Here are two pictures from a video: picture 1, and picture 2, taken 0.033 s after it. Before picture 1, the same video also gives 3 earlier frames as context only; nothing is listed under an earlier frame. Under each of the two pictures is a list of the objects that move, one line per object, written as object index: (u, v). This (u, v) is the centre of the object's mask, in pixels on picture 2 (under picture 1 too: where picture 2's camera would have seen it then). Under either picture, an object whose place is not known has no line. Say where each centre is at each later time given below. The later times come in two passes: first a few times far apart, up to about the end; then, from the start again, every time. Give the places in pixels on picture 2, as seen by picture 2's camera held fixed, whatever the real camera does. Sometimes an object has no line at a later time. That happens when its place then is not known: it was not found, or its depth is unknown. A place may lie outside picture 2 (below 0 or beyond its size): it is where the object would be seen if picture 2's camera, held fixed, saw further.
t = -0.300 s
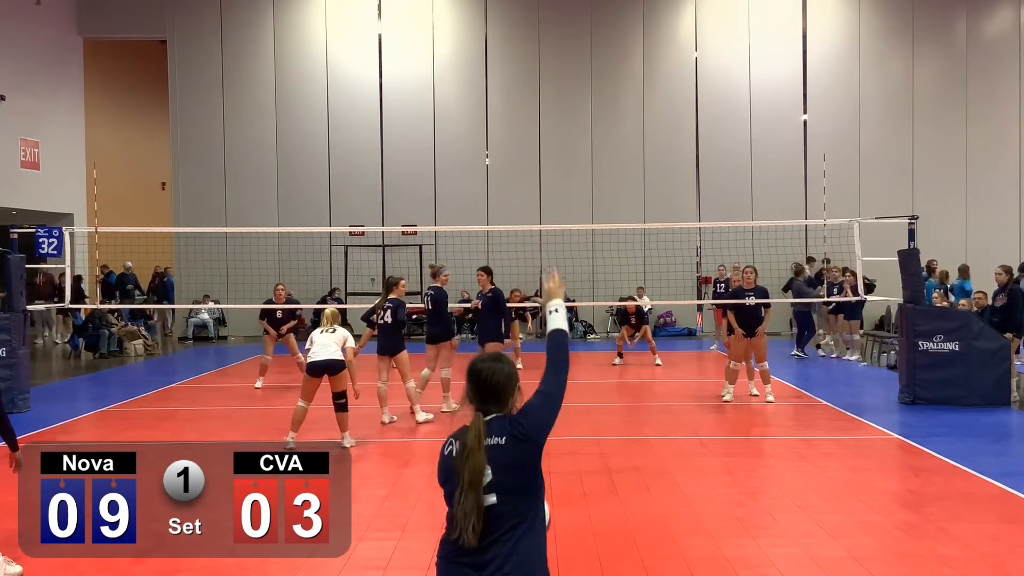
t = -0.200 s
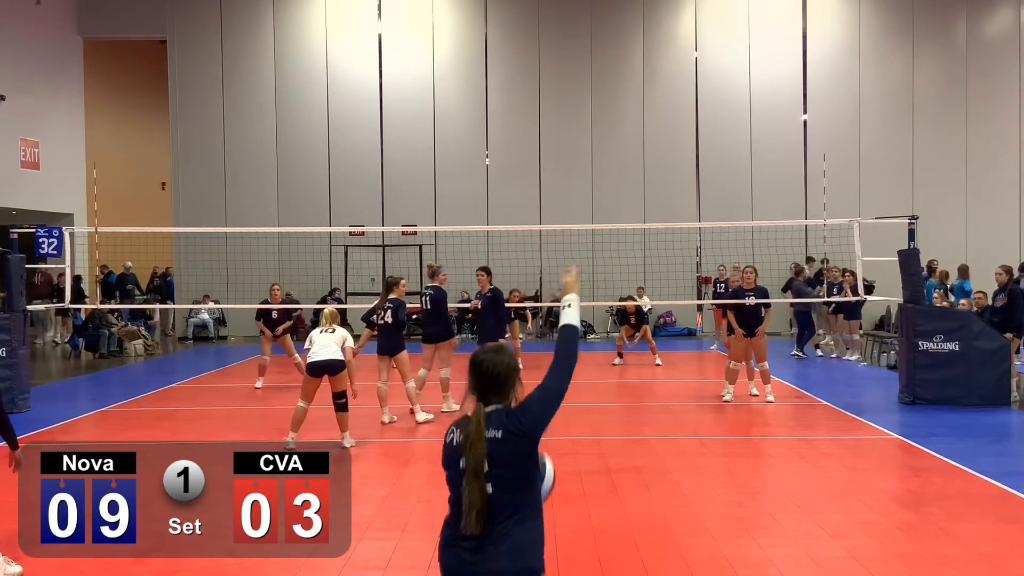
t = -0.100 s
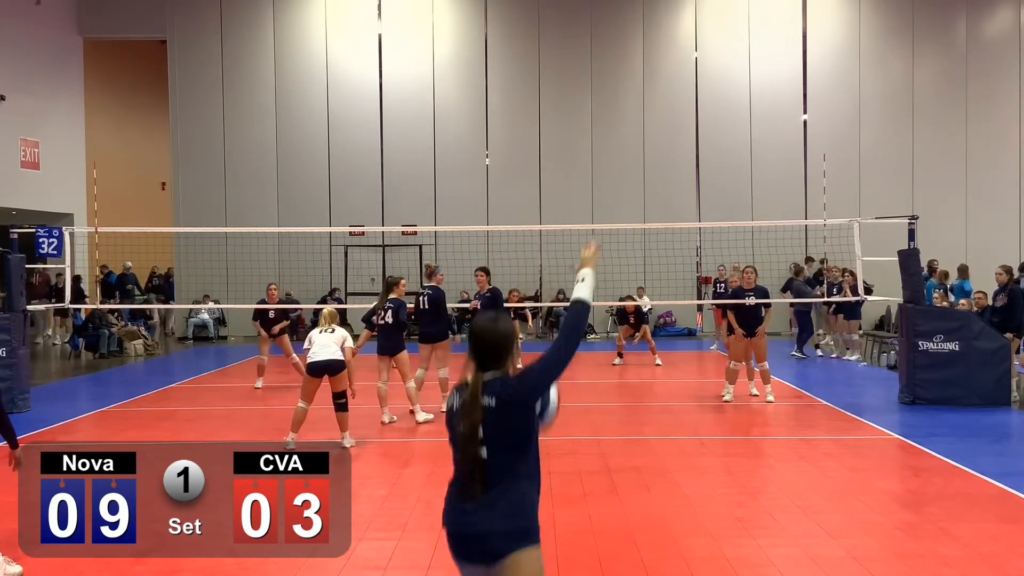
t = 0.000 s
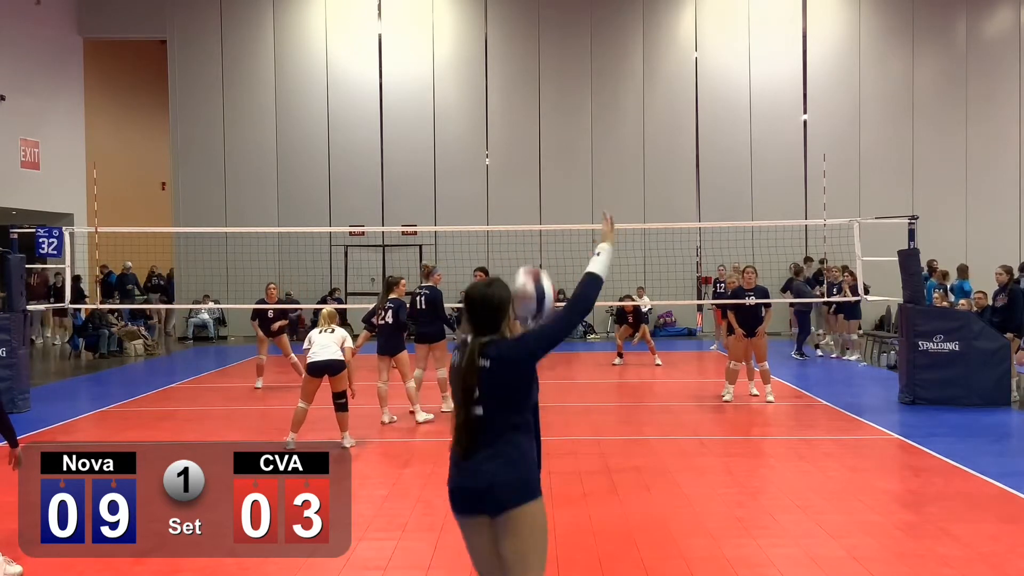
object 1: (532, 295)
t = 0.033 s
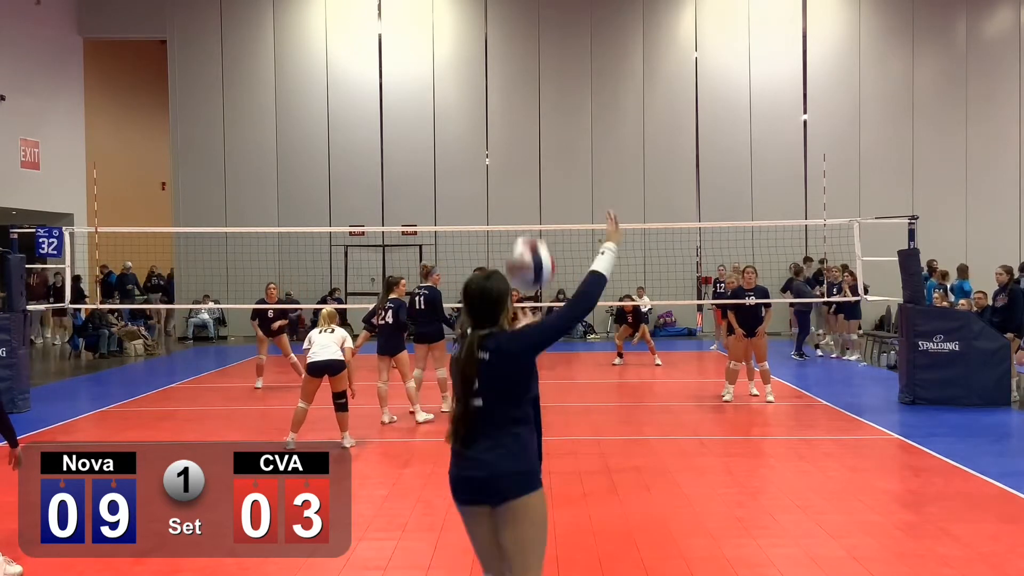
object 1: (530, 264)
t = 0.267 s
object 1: (524, 132)
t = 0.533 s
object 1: (520, 138)
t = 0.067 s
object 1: (529, 237)
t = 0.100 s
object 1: (528, 212)
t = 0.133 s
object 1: (527, 190)
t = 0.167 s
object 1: (526, 171)
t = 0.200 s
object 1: (525, 156)
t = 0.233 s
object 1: (524, 143)
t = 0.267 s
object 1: (524, 132)
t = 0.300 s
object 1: (523, 125)
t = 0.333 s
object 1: (522, 120)
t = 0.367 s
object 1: (522, 117)
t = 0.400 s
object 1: (521, 117)
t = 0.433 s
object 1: (521, 119)
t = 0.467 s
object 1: (521, 123)
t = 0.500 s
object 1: (520, 129)
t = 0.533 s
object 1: (520, 138)
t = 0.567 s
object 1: (520, 149)
